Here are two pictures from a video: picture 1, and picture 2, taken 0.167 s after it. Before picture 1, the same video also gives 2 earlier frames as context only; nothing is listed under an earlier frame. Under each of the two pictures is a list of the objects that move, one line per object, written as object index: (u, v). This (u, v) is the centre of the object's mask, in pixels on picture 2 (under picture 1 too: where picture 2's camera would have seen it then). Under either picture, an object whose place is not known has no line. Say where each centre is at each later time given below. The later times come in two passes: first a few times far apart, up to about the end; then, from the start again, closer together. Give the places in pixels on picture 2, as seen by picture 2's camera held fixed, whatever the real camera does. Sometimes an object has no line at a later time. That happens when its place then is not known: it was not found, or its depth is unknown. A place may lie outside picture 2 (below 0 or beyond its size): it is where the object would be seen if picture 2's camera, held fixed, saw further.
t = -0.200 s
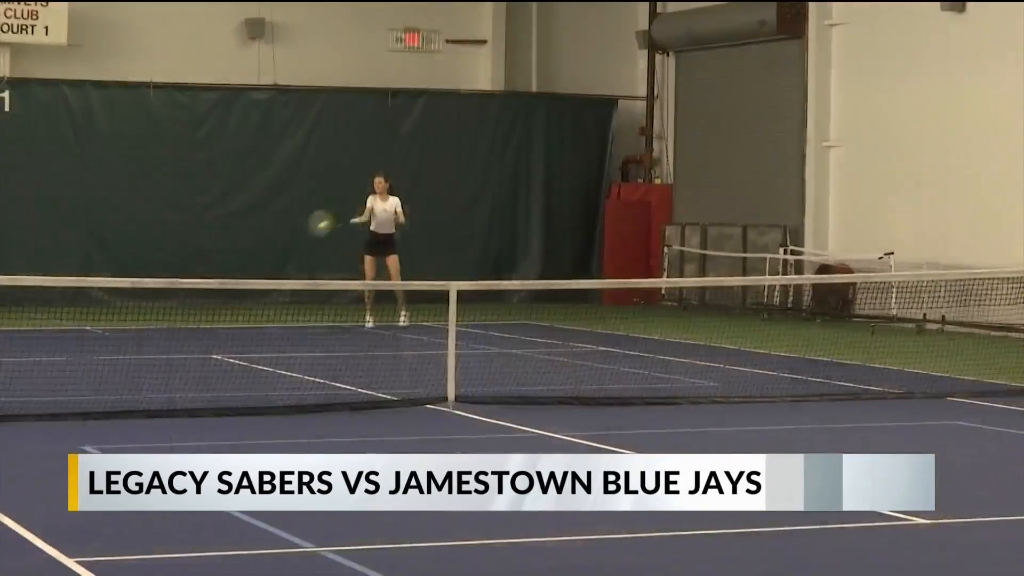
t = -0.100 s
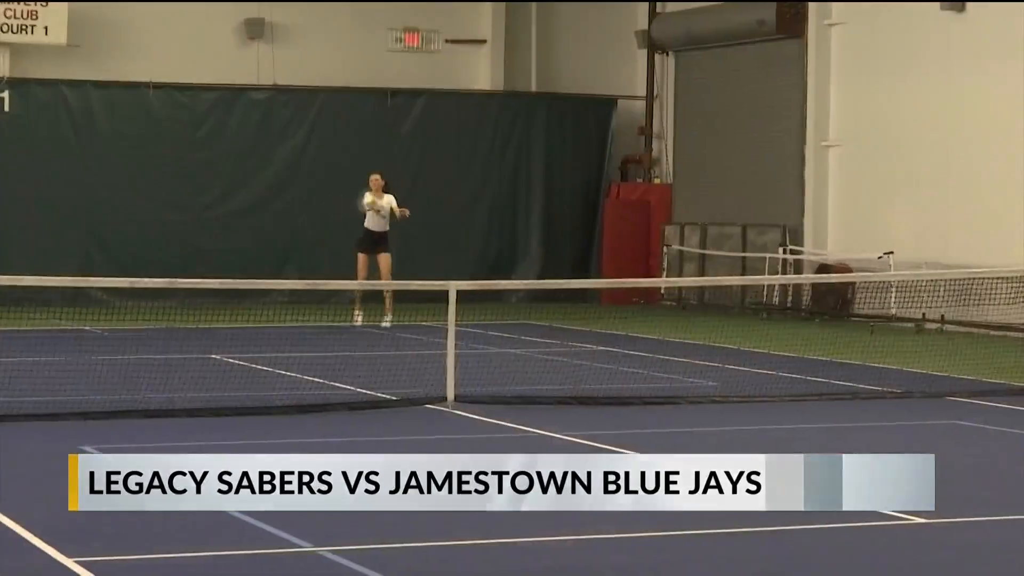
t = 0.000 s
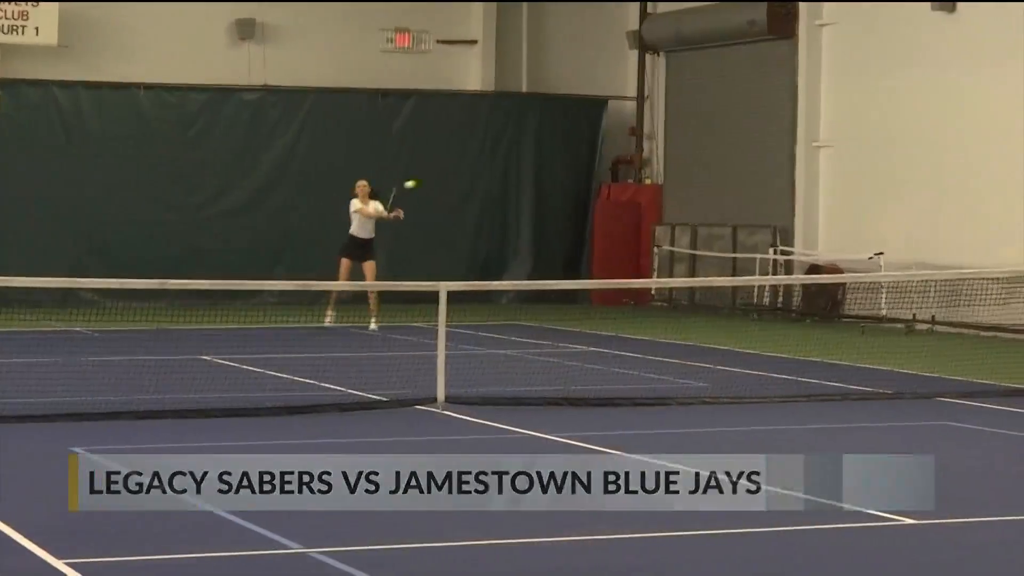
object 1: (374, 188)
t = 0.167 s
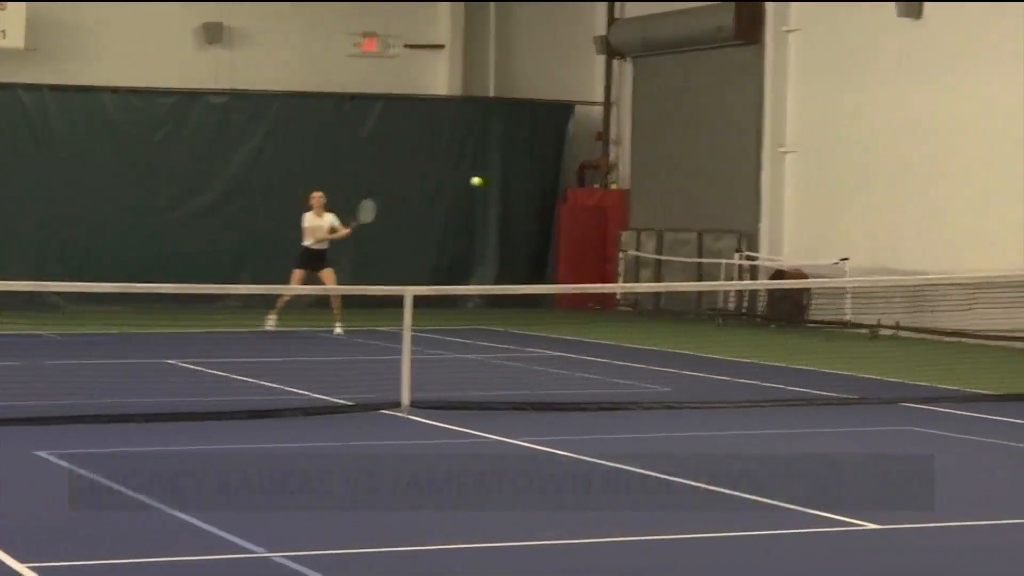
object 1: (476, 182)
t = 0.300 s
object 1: (575, 202)
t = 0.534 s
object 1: (815, 331)
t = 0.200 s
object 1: (499, 184)
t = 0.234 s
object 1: (523, 188)
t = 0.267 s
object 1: (548, 195)
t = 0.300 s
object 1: (575, 202)
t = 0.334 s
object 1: (604, 212)
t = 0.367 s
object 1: (634, 225)
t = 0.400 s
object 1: (666, 241)
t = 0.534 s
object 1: (815, 331)
